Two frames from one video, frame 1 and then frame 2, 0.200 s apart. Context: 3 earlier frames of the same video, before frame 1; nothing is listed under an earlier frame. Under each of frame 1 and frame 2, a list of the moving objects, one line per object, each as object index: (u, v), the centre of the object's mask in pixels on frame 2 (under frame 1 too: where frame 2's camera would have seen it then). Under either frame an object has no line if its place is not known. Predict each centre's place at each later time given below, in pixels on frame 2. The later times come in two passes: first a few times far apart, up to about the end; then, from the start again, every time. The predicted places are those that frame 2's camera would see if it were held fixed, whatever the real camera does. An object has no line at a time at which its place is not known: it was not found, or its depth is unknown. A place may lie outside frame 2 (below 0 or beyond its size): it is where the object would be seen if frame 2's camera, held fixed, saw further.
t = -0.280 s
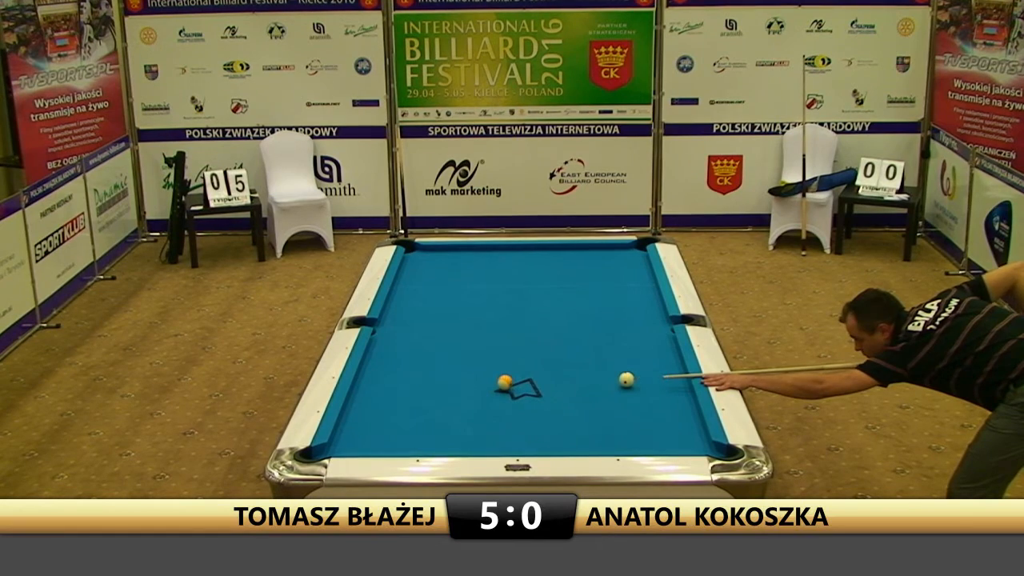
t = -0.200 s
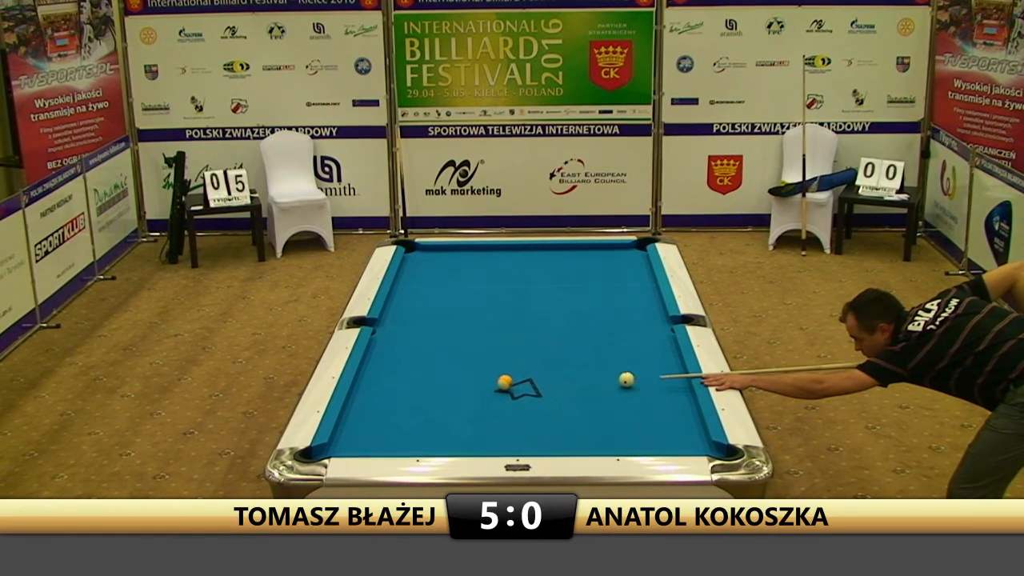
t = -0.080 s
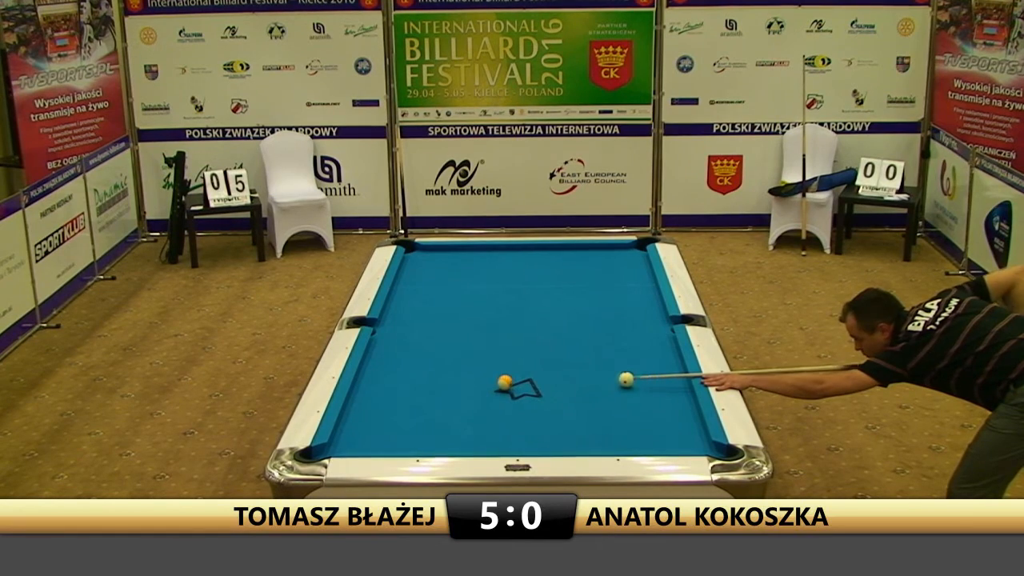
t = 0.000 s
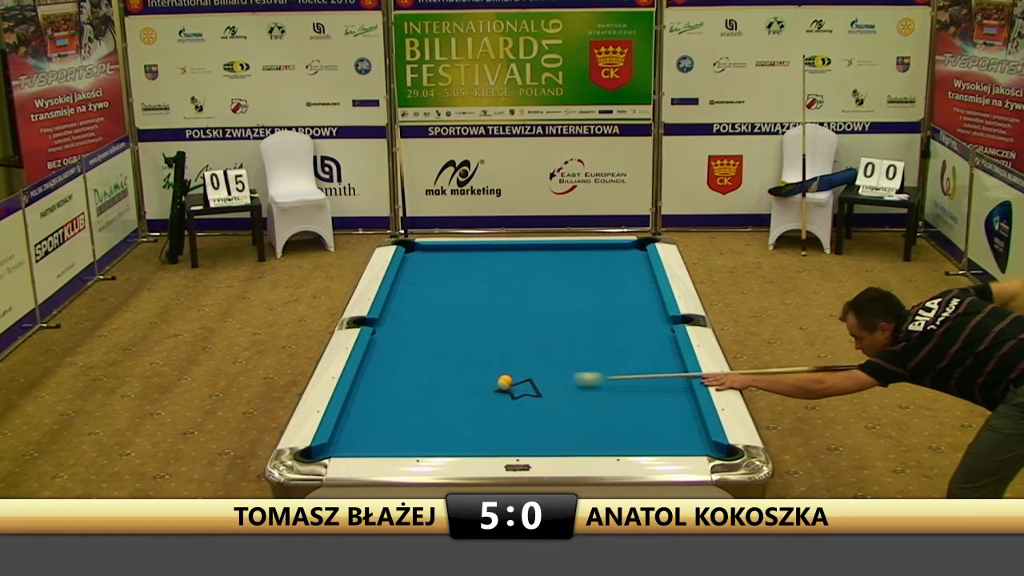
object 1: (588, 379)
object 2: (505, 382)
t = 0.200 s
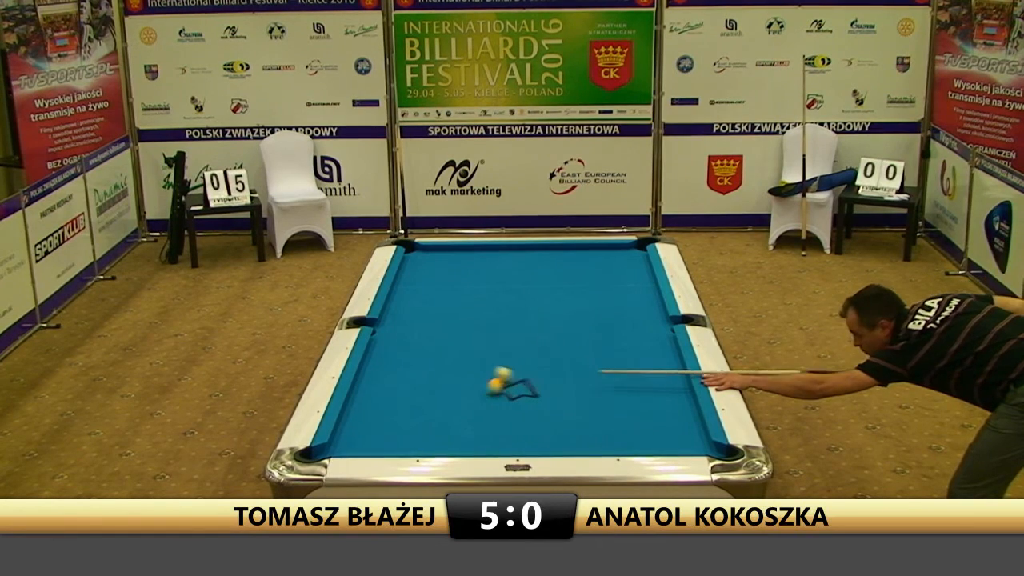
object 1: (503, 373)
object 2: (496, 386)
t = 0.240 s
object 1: (493, 371)
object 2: (489, 387)
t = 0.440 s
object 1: (439, 360)
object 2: (459, 399)
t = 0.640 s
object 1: (388, 349)
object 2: (430, 410)
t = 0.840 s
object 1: (397, 341)
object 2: (399, 421)
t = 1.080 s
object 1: (431, 332)
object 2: (363, 433)
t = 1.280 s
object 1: (458, 325)
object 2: (336, 444)
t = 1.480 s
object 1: (483, 318)
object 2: (338, 449)
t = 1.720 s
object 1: (510, 311)
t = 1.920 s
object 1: (532, 305)
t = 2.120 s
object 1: (553, 299)
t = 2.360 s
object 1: (577, 293)
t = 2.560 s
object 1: (595, 288)
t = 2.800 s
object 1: (616, 283)
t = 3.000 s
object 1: (632, 278)
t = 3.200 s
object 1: (647, 274)
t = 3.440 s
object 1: (639, 272)
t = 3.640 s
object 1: (631, 270)
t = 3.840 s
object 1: (623, 268)
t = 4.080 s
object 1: (615, 266)
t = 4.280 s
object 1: (609, 265)
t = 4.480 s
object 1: (603, 263)
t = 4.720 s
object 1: (597, 262)
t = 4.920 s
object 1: (592, 261)
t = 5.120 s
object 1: (588, 260)
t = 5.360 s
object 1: (584, 259)
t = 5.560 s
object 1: (581, 258)
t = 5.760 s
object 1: (578, 257)
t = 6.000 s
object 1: (575, 257)
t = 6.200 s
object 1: (574, 256)
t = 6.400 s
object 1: (573, 256)
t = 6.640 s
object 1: (571, 256)
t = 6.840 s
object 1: (571, 256)
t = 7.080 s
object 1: (571, 256)
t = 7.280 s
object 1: (571, 256)
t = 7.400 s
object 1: (571, 256)
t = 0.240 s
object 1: (493, 371)
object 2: (489, 387)
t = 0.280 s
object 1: (482, 369)
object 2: (482, 390)
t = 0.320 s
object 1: (471, 366)
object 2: (476, 393)
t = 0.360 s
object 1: (460, 365)
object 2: (471, 394)
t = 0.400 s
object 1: (450, 362)
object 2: (465, 397)
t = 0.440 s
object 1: (439, 360)
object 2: (459, 399)
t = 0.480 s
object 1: (428, 358)
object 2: (453, 401)
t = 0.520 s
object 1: (418, 356)
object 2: (447, 403)
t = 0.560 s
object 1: (408, 354)
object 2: (441, 406)
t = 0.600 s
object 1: (398, 352)
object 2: (436, 408)
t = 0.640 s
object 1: (388, 349)
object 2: (430, 410)
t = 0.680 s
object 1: (378, 347)
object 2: (424, 412)
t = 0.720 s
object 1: (376, 346)
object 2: (418, 414)
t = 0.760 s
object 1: (384, 344)
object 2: (412, 417)
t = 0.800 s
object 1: (391, 342)
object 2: (406, 419)
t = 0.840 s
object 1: (397, 341)
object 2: (399, 421)
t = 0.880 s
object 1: (403, 340)
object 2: (394, 423)
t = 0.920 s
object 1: (409, 338)
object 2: (388, 425)
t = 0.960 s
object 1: (415, 336)
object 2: (381, 427)
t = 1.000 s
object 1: (420, 335)
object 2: (375, 430)
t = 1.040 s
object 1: (426, 333)
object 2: (369, 431)
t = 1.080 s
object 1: (431, 332)
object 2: (363, 433)
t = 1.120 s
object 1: (437, 331)
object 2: (357, 436)
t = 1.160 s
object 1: (442, 329)
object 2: (351, 438)
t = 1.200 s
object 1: (448, 328)
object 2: (345, 440)
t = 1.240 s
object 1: (452, 326)
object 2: (338, 442)
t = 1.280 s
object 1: (458, 325)
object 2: (336, 444)
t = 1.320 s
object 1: (463, 324)
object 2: (337, 446)
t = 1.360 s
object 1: (468, 322)
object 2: (338, 447)
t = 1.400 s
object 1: (473, 321)
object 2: (338, 448)
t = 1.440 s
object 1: (478, 319)
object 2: (339, 449)
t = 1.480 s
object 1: (483, 318)
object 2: (338, 449)
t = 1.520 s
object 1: (487, 317)
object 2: (337, 449)
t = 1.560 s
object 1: (492, 316)
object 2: (336, 449)
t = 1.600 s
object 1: (497, 314)
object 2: (334, 449)
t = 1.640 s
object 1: (501, 314)
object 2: (333, 449)
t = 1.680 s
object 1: (506, 312)
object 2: (331, 449)
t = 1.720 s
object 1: (510, 311)
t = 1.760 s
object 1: (515, 310)
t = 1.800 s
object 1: (519, 308)
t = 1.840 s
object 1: (524, 307)
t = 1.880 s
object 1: (528, 306)
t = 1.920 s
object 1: (532, 305)
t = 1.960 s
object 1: (536, 304)
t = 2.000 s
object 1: (541, 303)
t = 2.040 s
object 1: (545, 301)
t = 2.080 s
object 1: (549, 300)
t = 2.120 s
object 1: (553, 299)
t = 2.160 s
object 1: (557, 298)
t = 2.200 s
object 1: (561, 298)
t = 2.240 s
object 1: (565, 296)
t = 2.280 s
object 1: (569, 295)
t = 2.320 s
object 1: (573, 294)
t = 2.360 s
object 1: (577, 293)
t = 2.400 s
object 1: (580, 292)
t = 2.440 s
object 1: (584, 291)
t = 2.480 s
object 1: (588, 290)
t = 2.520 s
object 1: (592, 289)
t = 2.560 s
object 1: (595, 288)
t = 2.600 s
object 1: (599, 287)
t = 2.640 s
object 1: (602, 286)
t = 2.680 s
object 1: (606, 285)
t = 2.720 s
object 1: (609, 285)
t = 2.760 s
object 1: (612, 284)
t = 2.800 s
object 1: (616, 283)
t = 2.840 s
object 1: (619, 282)
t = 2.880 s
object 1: (622, 281)
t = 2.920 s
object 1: (626, 280)
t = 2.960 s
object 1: (629, 279)
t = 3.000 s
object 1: (632, 278)
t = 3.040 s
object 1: (635, 277)
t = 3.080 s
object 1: (638, 277)
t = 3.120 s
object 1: (642, 276)
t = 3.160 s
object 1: (644, 275)
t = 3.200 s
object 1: (647, 274)
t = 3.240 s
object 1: (647, 274)
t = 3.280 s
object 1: (645, 273)
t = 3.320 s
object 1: (644, 273)
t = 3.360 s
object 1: (642, 272)
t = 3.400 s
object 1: (641, 272)
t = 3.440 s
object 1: (639, 272)
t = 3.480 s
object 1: (637, 271)
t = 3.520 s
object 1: (635, 271)
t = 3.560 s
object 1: (634, 270)
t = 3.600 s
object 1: (632, 270)
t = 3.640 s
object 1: (631, 270)
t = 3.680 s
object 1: (629, 269)
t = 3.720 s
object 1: (628, 269)
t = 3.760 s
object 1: (626, 269)
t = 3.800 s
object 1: (625, 268)
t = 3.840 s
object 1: (623, 268)
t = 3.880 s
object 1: (622, 268)
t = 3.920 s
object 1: (621, 268)
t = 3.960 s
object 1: (619, 267)
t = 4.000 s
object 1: (618, 267)
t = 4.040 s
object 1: (616, 267)
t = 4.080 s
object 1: (615, 266)
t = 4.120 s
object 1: (614, 266)
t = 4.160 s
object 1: (613, 266)
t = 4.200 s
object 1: (611, 265)
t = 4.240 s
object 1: (610, 265)
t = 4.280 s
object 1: (609, 265)
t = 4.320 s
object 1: (608, 264)
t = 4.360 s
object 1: (606, 264)
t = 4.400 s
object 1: (605, 264)
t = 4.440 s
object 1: (604, 264)
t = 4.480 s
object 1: (603, 263)
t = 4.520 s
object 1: (602, 263)
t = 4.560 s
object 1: (601, 263)
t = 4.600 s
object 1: (600, 263)
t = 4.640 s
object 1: (599, 263)
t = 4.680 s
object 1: (598, 262)
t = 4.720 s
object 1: (597, 262)
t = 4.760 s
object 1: (596, 262)
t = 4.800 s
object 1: (595, 262)
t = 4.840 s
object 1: (594, 262)
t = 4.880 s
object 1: (593, 261)
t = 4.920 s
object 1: (592, 261)
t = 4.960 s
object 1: (591, 261)
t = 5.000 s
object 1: (590, 261)
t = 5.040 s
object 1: (590, 260)
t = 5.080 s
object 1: (589, 260)
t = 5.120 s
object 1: (588, 260)
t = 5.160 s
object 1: (587, 260)
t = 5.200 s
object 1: (587, 260)
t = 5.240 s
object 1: (586, 259)
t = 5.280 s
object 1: (585, 259)
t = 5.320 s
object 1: (585, 259)
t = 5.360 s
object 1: (584, 259)
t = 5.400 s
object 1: (583, 259)
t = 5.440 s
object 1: (582, 259)
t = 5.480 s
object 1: (582, 258)
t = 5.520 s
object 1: (582, 258)
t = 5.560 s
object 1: (581, 258)
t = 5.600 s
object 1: (580, 258)
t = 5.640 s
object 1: (580, 258)
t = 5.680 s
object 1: (579, 258)
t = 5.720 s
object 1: (579, 258)
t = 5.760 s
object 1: (578, 257)
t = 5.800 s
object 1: (578, 258)
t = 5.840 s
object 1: (577, 257)
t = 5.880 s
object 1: (577, 257)
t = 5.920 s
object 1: (576, 257)
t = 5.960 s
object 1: (576, 257)
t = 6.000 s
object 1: (575, 257)
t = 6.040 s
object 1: (575, 257)
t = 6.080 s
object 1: (575, 257)
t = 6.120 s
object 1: (574, 257)
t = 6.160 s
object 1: (574, 257)
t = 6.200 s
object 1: (574, 256)
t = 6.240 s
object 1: (573, 256)
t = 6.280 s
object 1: (573, 256)
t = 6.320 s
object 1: (573, 256)
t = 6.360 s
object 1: (573, 256)
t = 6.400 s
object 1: (573, 256)
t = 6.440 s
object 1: (572, 256)
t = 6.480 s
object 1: (572, 256)
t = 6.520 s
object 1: (572, 256)
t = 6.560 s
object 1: (572, 256)
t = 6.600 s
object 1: (572, 256)
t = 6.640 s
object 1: (571, 256)
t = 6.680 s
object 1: (571, 256)
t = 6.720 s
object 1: (571, 256)
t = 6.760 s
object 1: (571, 256)
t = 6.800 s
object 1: (571, 256)
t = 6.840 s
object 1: (571, 256)
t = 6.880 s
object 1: (571, 256)
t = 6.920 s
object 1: (571, 256)
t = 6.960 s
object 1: (571, 256)
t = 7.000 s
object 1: (571, 256)
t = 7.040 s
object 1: (571, 256)
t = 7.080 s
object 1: (571, 256)
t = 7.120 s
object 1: (571, 256)
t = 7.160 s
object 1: (571, 256)
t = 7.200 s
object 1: (571, 256)
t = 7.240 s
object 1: (571, 256)
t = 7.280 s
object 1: (571, 256)
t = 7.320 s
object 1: (571, 256)
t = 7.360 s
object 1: (571, 256)
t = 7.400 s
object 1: (571, 256)
